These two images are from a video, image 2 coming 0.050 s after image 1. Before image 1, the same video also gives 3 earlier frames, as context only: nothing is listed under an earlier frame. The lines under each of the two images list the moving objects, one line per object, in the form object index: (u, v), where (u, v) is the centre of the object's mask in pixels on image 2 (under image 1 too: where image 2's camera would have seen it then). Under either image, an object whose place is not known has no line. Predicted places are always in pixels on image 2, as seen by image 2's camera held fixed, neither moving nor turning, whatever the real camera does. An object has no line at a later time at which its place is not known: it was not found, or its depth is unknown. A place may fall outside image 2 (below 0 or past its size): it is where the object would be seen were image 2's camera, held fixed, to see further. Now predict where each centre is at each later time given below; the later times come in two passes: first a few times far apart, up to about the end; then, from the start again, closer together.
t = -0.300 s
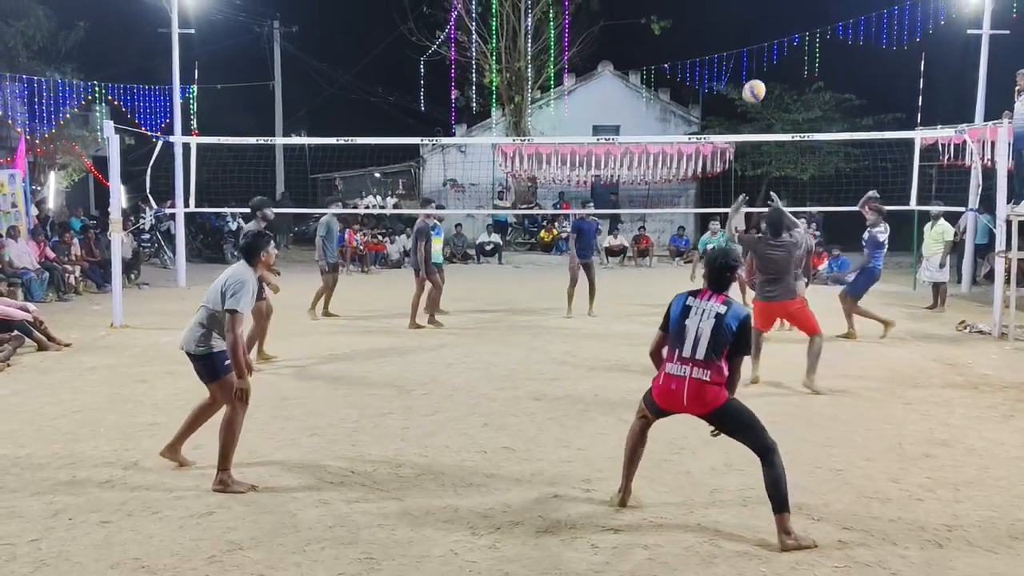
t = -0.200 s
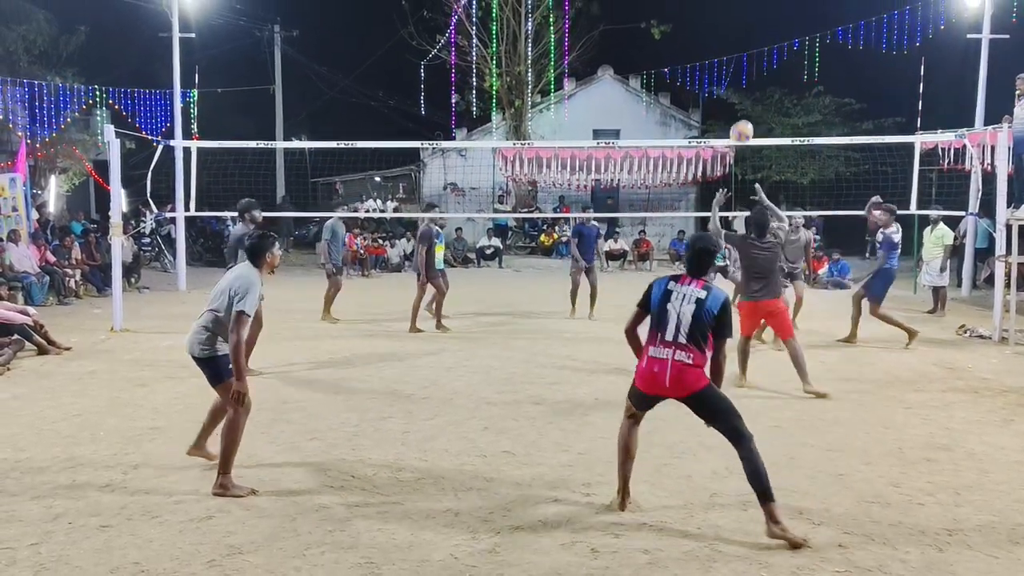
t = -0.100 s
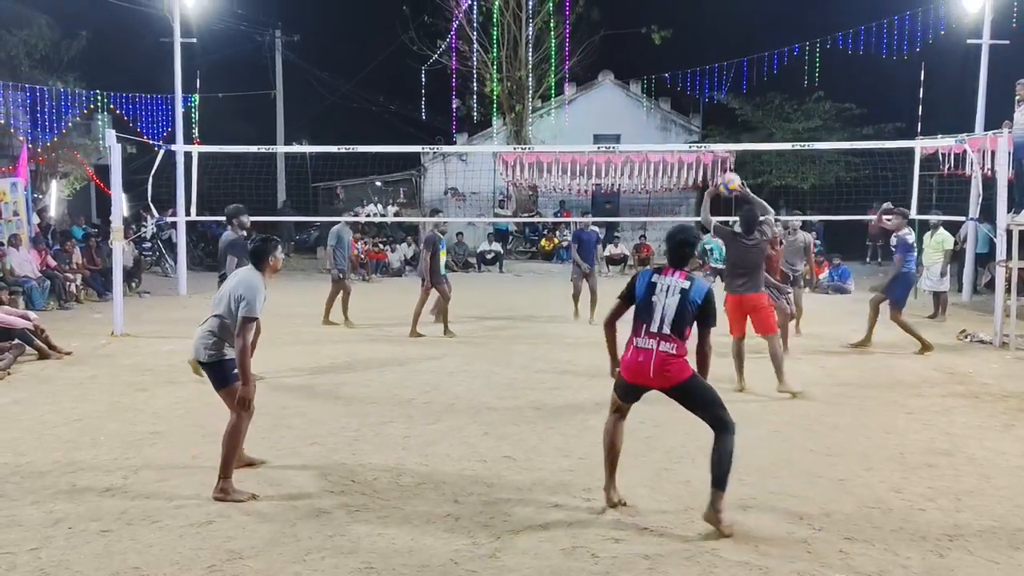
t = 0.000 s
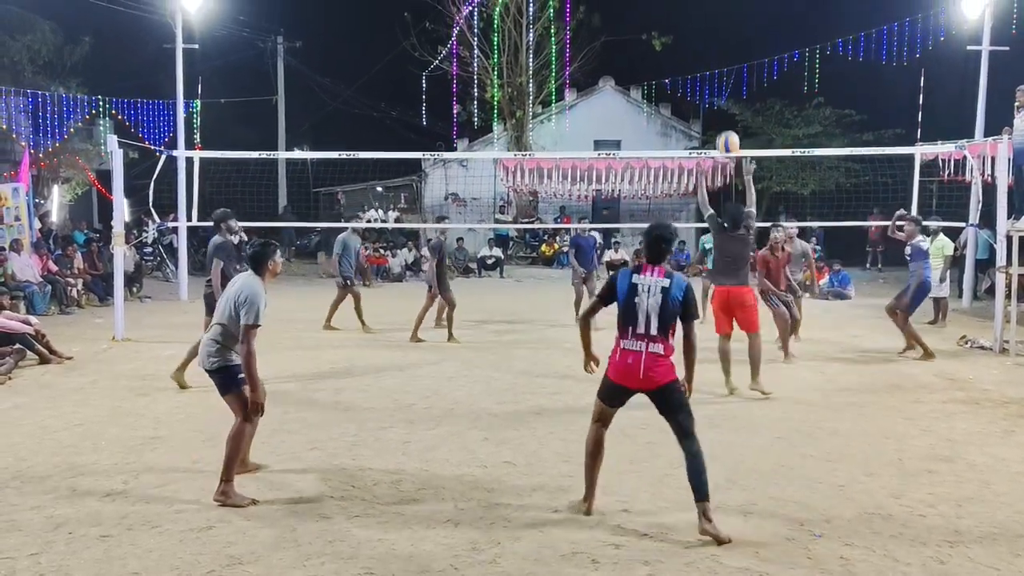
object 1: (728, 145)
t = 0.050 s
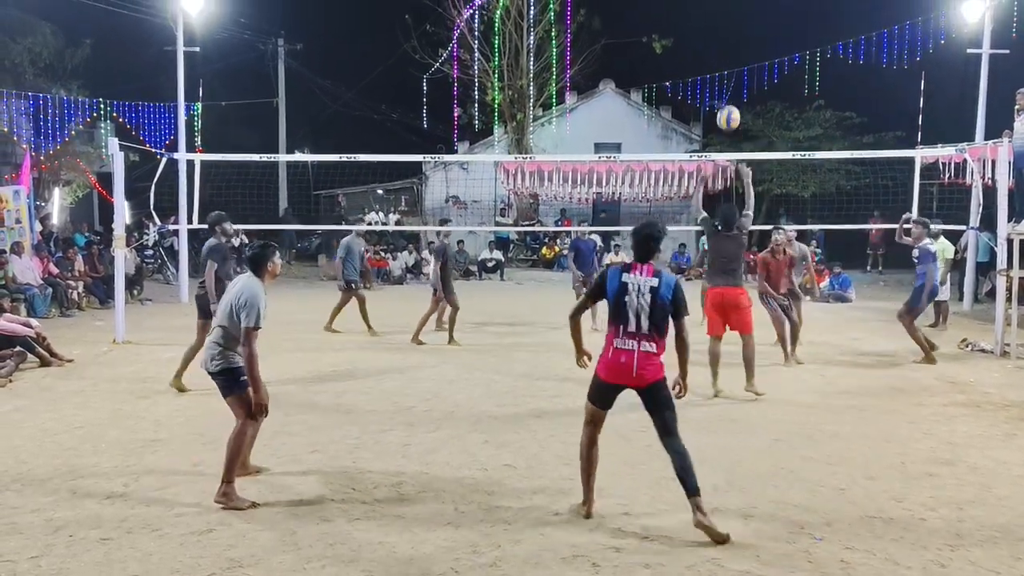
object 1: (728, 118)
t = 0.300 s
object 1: (728, 19)
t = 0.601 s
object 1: (726, -11)
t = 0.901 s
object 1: (721, 43)
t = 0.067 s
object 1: (728, 109)
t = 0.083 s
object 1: (728, 101)
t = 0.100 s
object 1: (728, 93)
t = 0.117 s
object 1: (728, 85)
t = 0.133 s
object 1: (728, 77)
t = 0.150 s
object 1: (728, 70)
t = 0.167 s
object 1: (728, 63)
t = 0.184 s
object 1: (728, 56)
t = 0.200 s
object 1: (728, 50)
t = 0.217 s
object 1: (728, 44)
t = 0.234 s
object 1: (728, 39)
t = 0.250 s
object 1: (728, 33)
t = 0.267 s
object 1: (728, 28)
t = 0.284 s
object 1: (728, 23)
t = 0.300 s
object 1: (728, 19)
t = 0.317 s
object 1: (728, 15)
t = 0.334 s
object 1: (728, 11)
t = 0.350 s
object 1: (728, 7)
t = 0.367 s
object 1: (728, 4)
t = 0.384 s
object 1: (728, 1)
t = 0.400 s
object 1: (728, -2)
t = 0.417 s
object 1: (728, -4)
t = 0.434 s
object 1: (728, -6)
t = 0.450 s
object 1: (727, -8)
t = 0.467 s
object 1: (727, -9)
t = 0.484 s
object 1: (727, -10)
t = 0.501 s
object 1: (727, -11)
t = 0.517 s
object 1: (727, -11)
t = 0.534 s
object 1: (726, -12)
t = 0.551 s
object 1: (726, -12)
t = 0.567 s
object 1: (726, -12)
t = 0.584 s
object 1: (726, -12)
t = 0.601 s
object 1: (726, -11)
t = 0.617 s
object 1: (725, -10)
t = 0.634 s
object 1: (725, -9)
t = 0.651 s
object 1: (725, -8)
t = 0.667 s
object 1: (725, -6)
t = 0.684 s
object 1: (724, -4)
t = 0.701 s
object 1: (724, -2)
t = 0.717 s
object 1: (724, 1)
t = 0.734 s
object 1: (724, 3)
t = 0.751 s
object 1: (723, 6)
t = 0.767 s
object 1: (723, 9)
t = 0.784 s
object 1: (723, 13)
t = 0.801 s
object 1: (722, 16)
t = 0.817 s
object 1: (722, 20)
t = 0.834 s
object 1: (722, 24)
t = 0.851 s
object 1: (721, 29)
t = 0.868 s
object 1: (721, 33)
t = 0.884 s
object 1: (721, 38)
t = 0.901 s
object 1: (721, 43)
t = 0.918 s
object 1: (720, 48)
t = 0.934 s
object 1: (720, 53)
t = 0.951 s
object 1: (719, 59)
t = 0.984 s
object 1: (719, 70)
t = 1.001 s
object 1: (718, 76)
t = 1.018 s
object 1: (718, 82)
